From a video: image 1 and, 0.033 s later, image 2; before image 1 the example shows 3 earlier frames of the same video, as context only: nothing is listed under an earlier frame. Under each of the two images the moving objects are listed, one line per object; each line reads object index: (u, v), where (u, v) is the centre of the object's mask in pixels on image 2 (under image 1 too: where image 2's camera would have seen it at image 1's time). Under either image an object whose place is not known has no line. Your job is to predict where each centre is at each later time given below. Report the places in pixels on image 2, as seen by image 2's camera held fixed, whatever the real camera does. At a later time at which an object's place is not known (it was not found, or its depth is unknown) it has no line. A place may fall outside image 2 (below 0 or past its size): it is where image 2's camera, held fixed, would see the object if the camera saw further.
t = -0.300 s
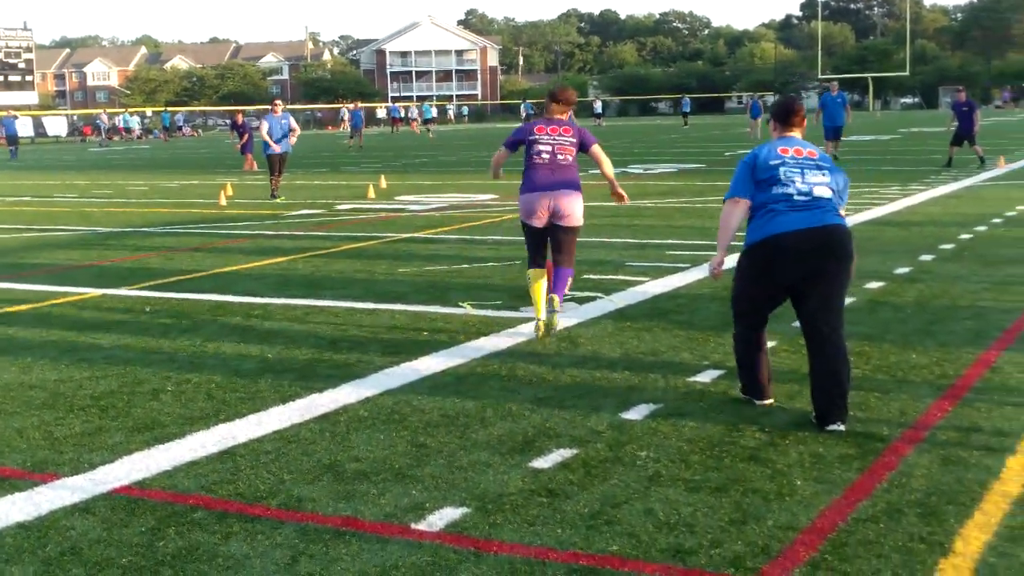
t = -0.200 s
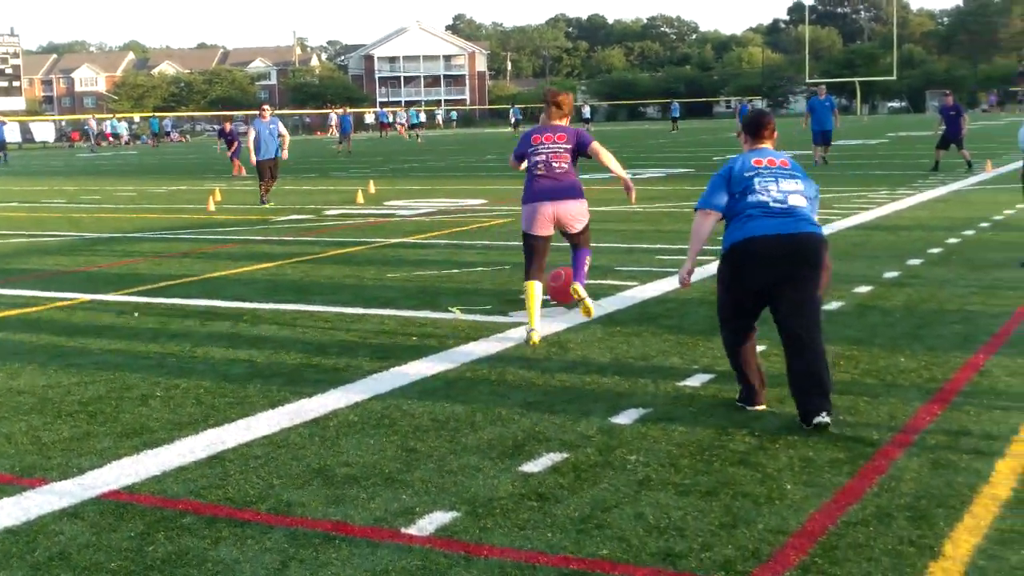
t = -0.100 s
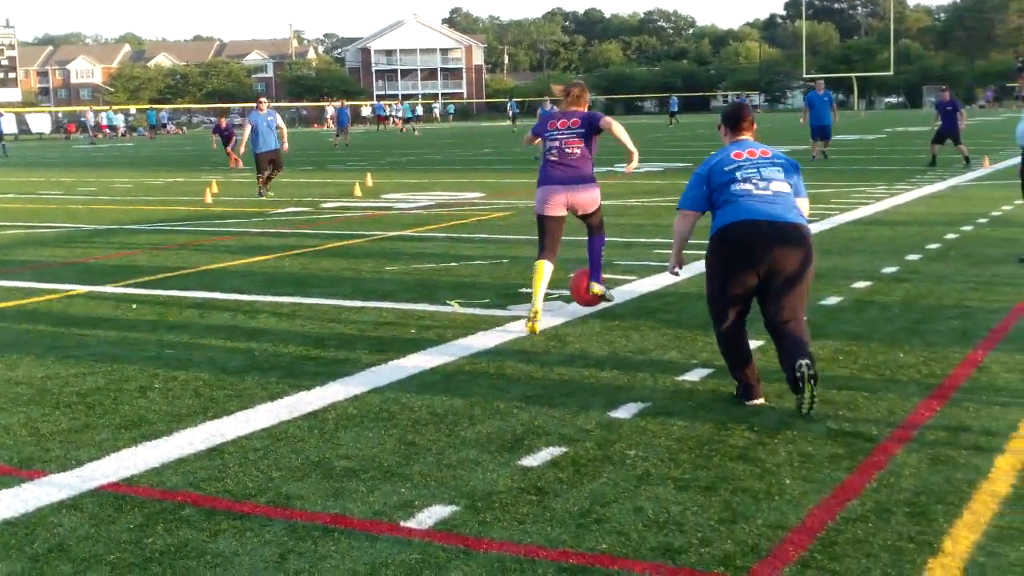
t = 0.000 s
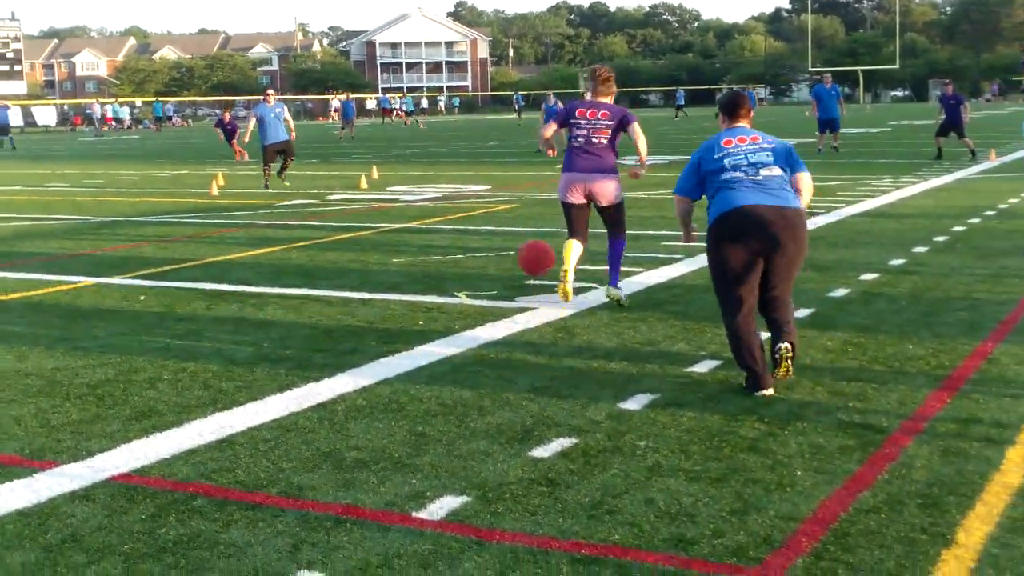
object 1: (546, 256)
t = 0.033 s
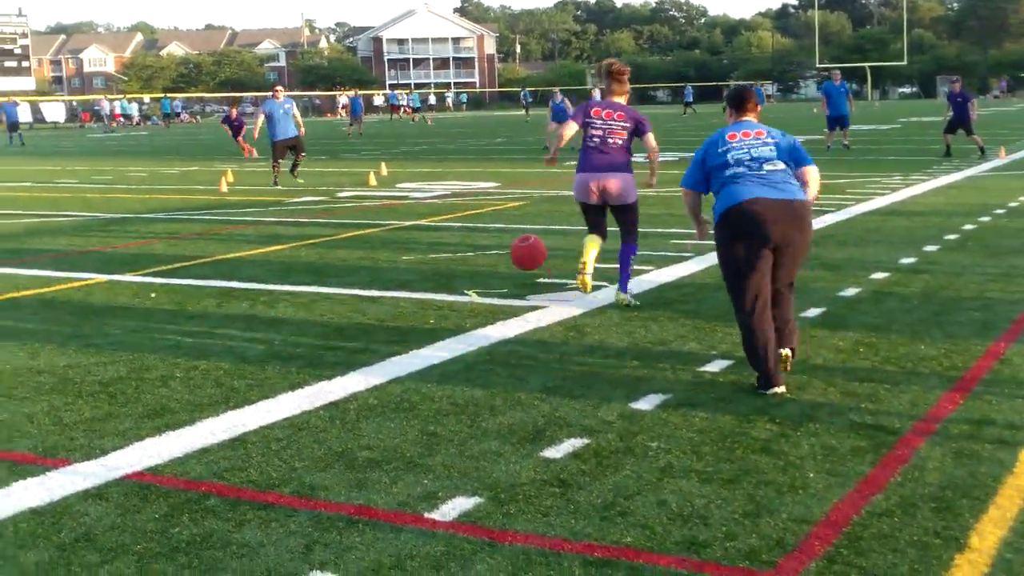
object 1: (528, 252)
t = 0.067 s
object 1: (510, 251)
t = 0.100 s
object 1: (492, 251)
